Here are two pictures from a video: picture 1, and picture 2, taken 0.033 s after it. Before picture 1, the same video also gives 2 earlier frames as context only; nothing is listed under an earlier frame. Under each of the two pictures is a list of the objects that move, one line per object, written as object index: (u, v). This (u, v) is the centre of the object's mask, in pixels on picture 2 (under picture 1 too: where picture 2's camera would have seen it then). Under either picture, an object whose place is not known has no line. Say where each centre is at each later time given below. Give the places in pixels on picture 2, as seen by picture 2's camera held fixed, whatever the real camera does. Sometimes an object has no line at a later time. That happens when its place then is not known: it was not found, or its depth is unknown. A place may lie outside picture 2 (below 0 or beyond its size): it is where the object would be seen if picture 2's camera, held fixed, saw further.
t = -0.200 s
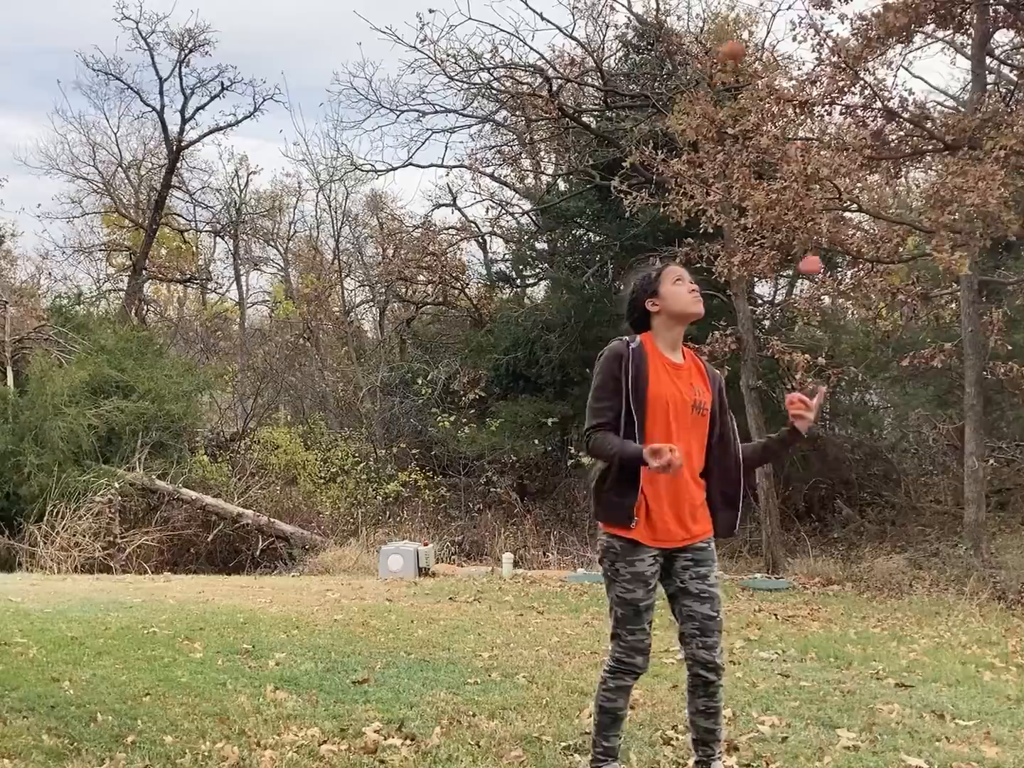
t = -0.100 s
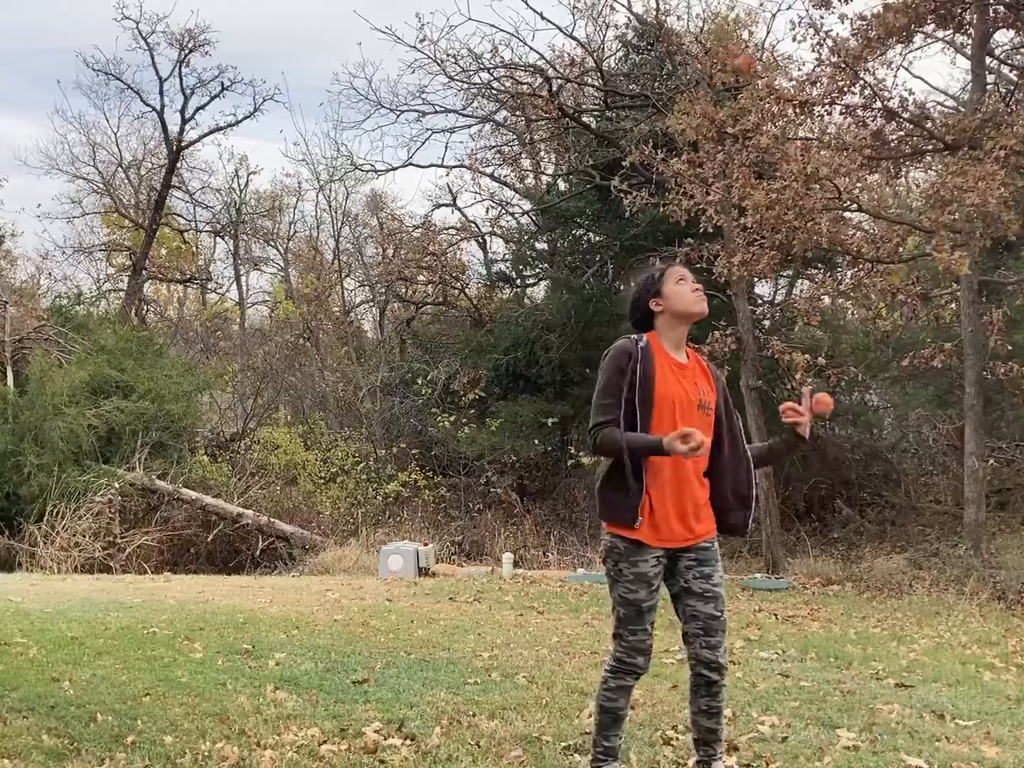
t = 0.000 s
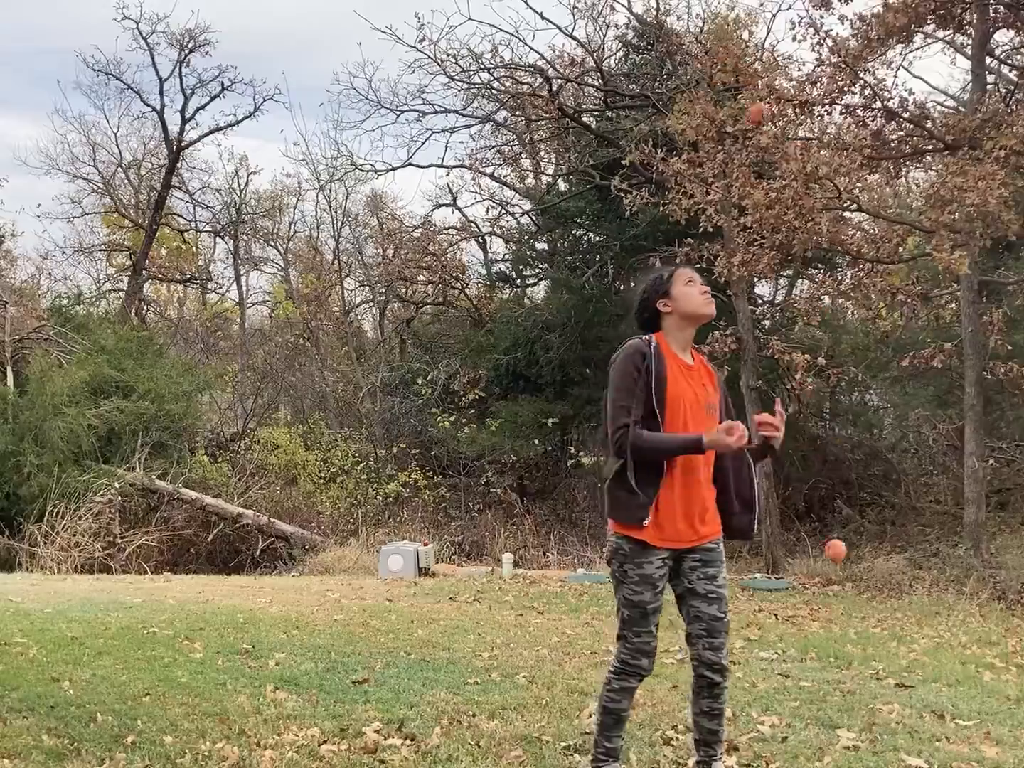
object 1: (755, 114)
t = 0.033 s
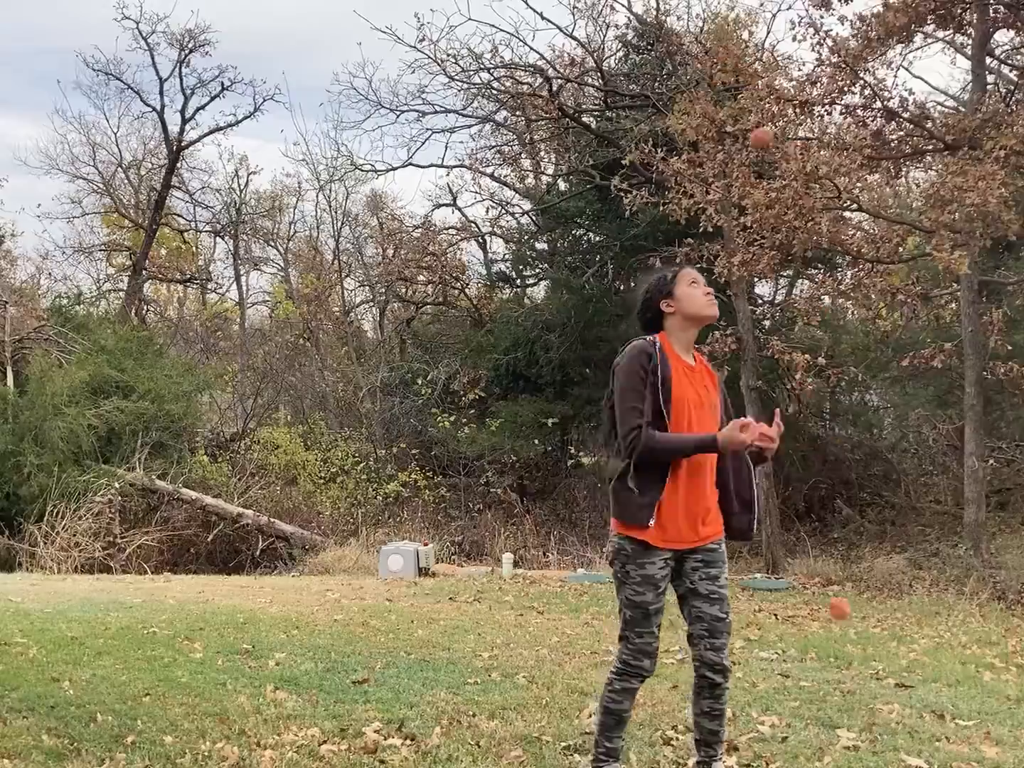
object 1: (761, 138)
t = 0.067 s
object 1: (763, 167)
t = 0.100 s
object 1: (768, 197)
